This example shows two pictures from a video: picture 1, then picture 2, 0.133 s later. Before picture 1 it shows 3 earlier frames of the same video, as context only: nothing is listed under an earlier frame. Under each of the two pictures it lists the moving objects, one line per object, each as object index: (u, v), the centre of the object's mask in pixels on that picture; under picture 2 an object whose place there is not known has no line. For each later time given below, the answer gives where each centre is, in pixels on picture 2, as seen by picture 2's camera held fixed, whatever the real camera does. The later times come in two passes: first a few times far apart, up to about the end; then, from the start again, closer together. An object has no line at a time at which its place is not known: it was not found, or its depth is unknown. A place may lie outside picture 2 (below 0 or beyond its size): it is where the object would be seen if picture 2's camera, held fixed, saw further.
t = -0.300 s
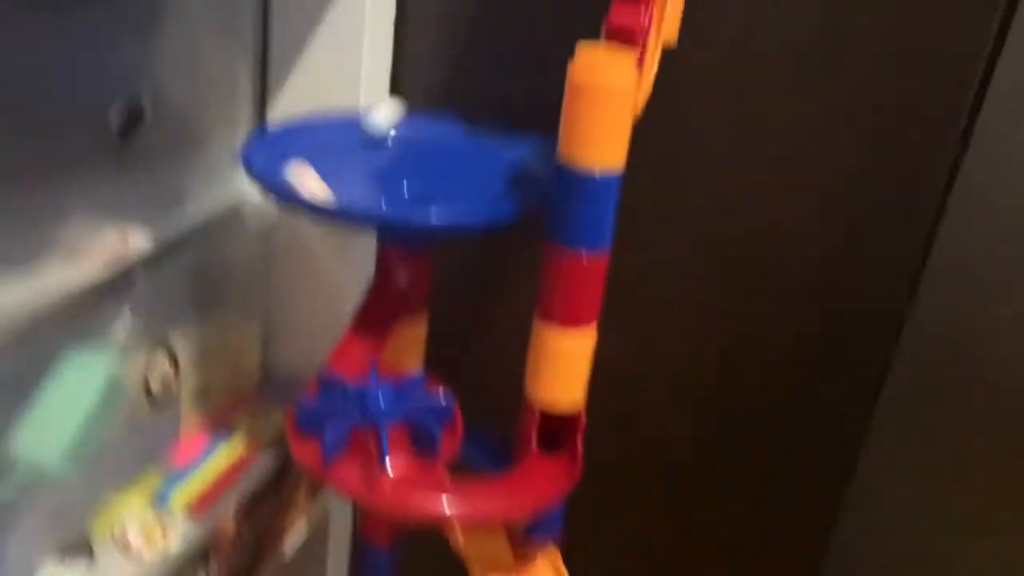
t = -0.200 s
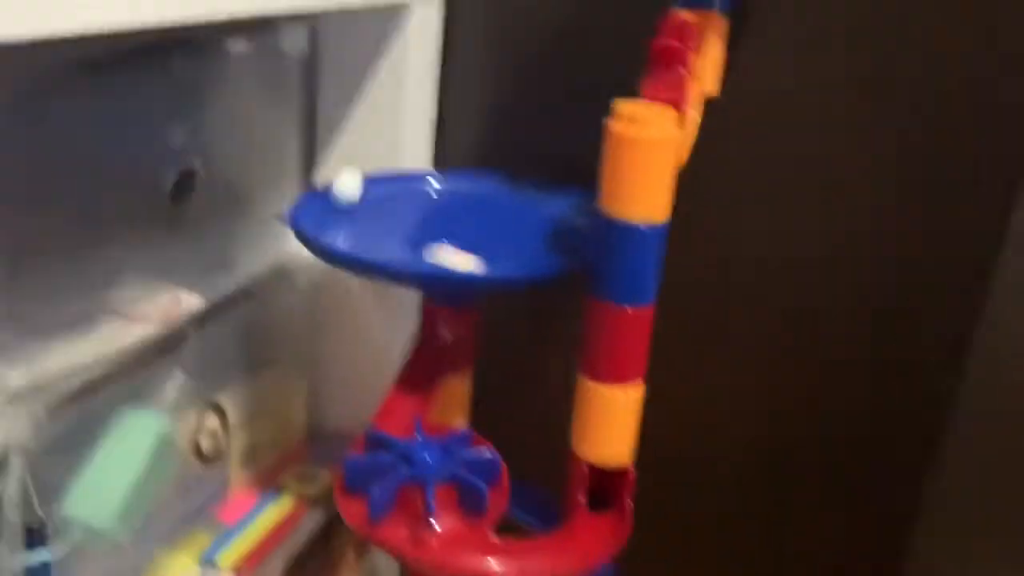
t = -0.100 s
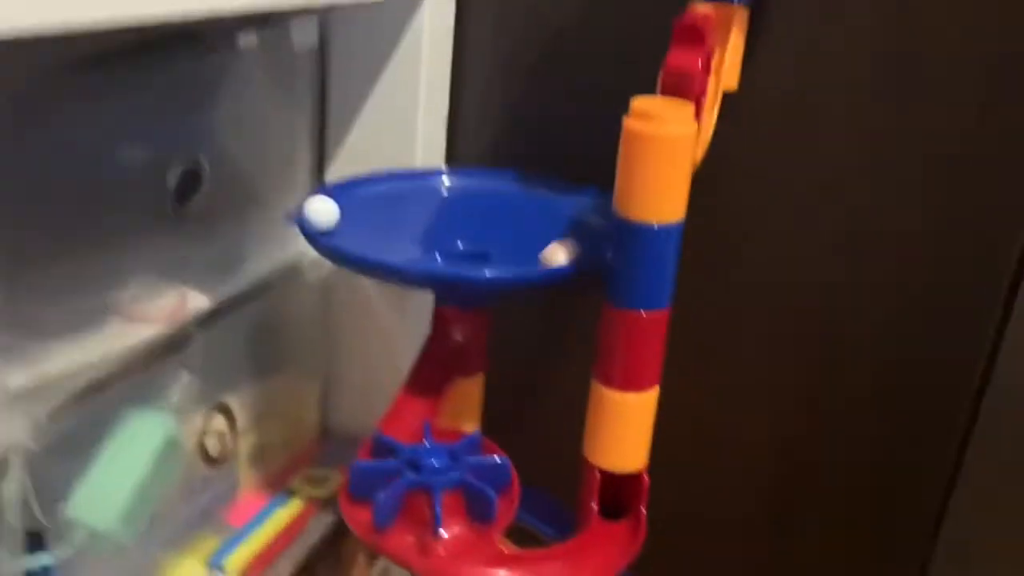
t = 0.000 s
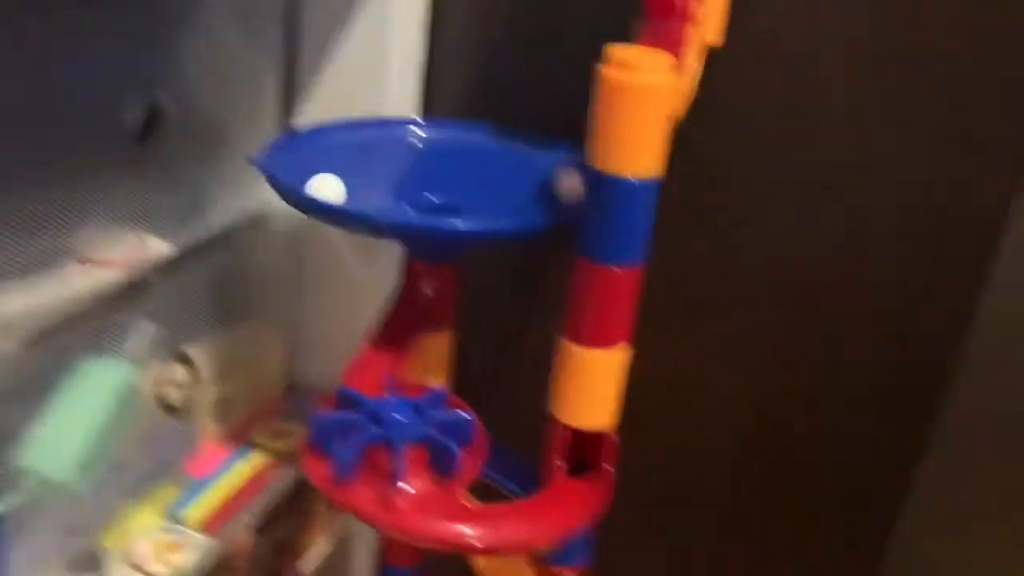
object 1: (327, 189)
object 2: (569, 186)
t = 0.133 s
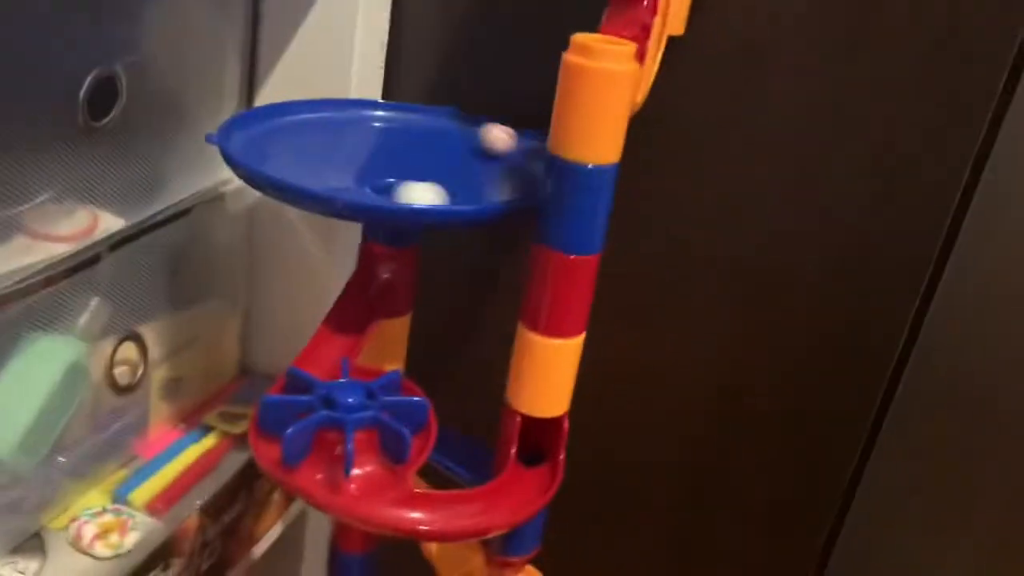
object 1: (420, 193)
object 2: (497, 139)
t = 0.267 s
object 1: (520, 183)
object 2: (413, 111)
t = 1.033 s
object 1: (256, 150)
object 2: (495, 188)
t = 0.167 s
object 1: (454, 194)
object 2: (478, 131)
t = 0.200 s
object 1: (481, 191)
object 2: (457, 124)
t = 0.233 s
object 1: (504, 188)
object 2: (435, 118)
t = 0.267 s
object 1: (520, 183)
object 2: (413, 111)
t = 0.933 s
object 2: (435, 194)
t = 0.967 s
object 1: (245, 136)
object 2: (459, 192)
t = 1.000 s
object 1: (248, 143)
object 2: (479, 190)
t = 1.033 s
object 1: (256, 150)
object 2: (495, 188)
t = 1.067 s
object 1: (269, 158)
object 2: (507, 186)
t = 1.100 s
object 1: (285, 166)
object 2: (514, 182)
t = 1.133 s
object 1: (306, 173)
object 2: (518, 177)
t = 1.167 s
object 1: (329, 179)
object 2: (518, 172)
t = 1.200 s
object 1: (355, 184)
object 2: (515, 165)
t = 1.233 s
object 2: (508, 158)
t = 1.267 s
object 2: (499, 150)
